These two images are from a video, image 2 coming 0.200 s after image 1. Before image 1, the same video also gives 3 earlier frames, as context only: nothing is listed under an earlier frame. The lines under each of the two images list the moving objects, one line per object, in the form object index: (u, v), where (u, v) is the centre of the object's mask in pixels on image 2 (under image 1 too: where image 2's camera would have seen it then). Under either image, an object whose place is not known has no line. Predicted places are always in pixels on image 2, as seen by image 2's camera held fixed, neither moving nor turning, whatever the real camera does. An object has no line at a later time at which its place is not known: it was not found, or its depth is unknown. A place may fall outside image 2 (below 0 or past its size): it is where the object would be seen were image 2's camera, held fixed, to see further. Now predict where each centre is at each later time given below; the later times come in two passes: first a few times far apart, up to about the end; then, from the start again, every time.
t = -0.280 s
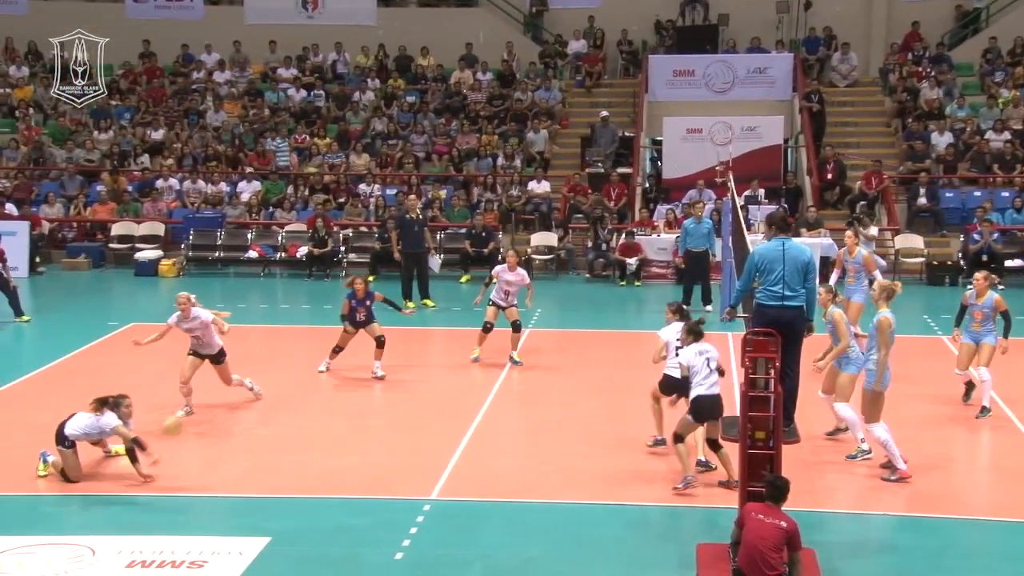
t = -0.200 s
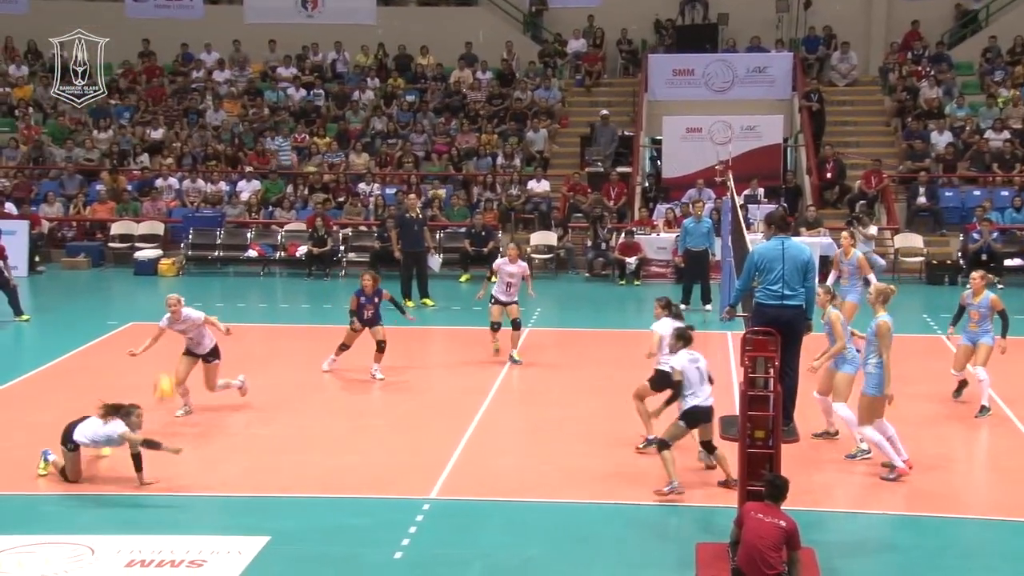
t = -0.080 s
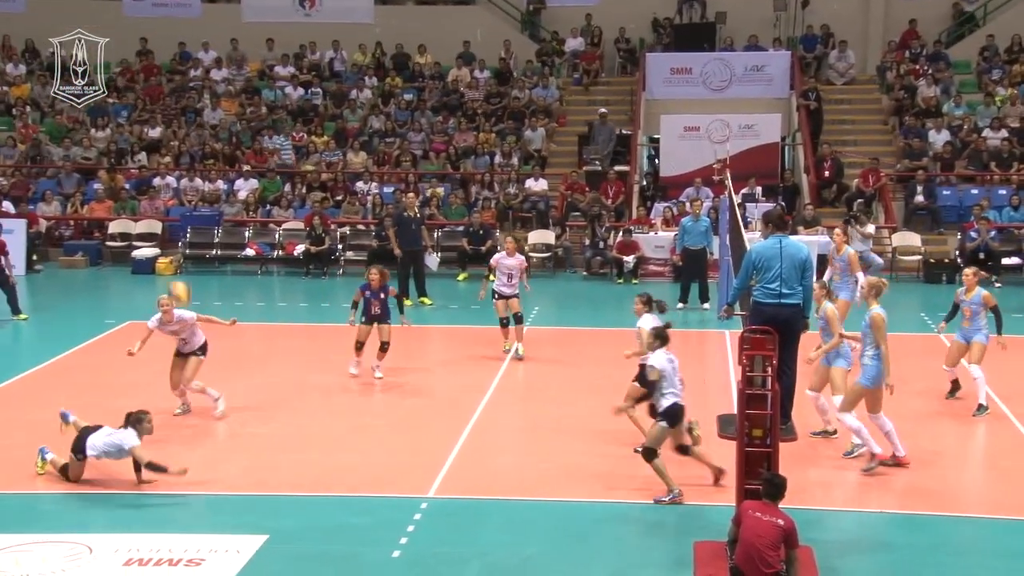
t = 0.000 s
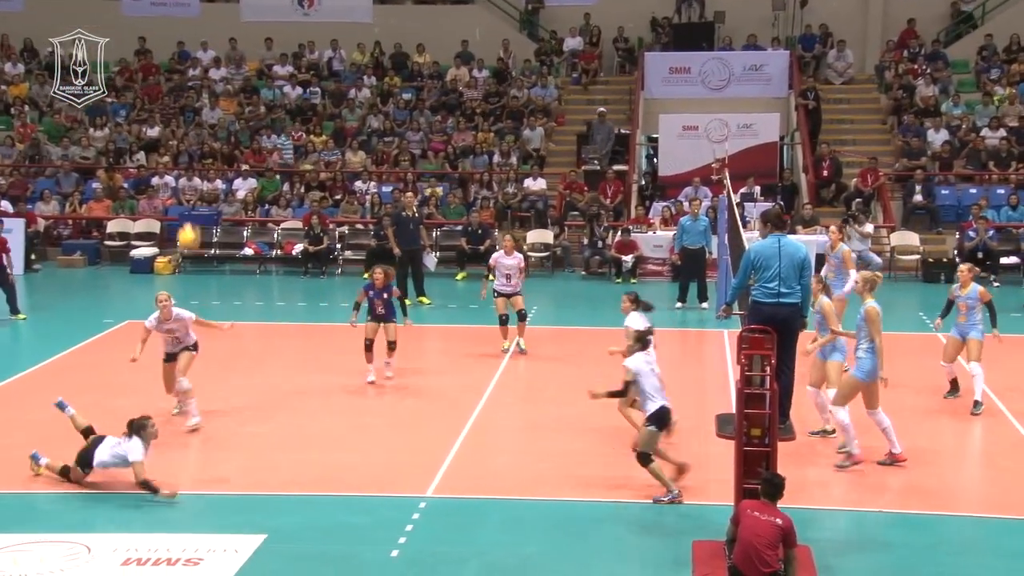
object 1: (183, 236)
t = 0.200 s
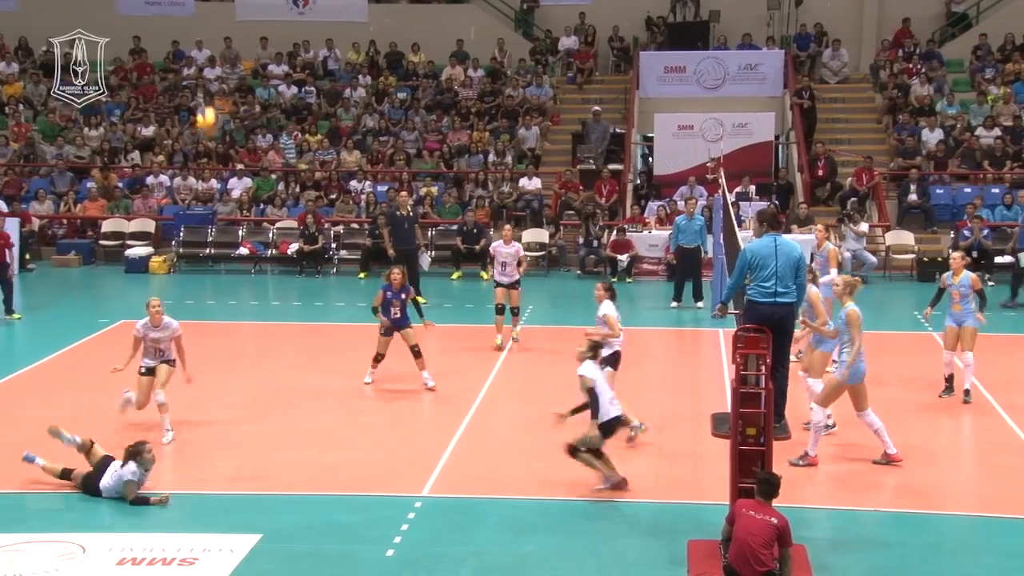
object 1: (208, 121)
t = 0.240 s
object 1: (213, 102)
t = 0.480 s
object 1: (241, 22)
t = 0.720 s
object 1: (272, 9)
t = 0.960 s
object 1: (306, 58)
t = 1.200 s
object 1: (342, 177)
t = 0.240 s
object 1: (213, 102)
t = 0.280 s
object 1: (217, 86)
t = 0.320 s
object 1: (222, 67)
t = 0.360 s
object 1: (226, 53)
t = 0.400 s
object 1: (232, 43)
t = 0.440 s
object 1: (235, 33)
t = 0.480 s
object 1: (241, 22)
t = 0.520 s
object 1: (246, 14)
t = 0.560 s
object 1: (251, 11)
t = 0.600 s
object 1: (256, 8)
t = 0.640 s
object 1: (261, 8)
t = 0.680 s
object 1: (268, 8)
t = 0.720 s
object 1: (272, 9)
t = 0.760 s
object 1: (278, 11)
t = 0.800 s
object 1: (283, 15)
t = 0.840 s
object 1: (289, 22)
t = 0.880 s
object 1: (294, 32)
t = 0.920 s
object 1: (301, 44)
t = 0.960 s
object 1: (306, 58)
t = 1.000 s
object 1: (313, 74)
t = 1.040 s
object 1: (317, 91)
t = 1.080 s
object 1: (325, 112)
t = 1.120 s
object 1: (332, 131)
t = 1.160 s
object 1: (338, 152)
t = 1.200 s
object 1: (342, 177)
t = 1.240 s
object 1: (351, 205)
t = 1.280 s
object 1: (358, 234)
